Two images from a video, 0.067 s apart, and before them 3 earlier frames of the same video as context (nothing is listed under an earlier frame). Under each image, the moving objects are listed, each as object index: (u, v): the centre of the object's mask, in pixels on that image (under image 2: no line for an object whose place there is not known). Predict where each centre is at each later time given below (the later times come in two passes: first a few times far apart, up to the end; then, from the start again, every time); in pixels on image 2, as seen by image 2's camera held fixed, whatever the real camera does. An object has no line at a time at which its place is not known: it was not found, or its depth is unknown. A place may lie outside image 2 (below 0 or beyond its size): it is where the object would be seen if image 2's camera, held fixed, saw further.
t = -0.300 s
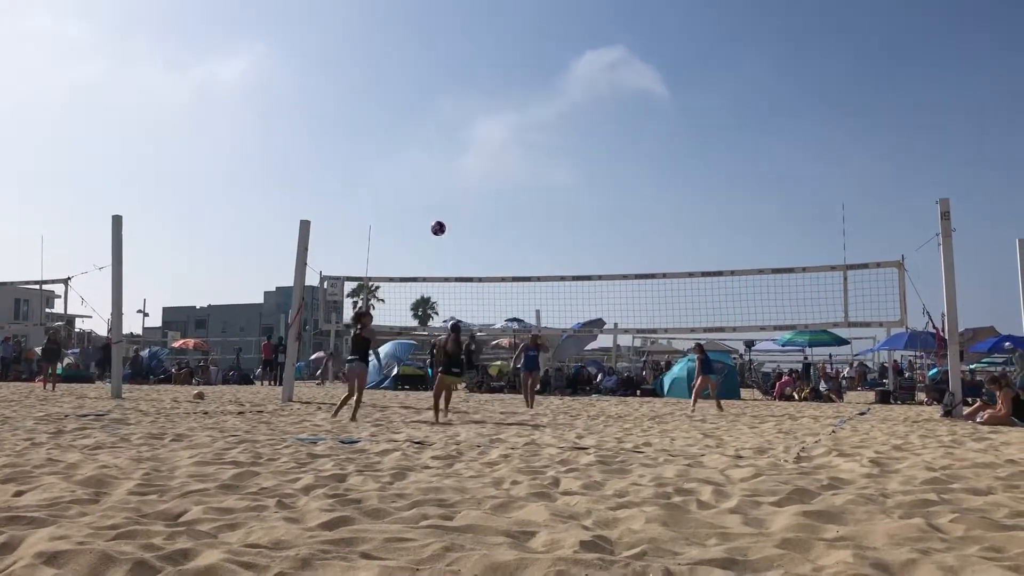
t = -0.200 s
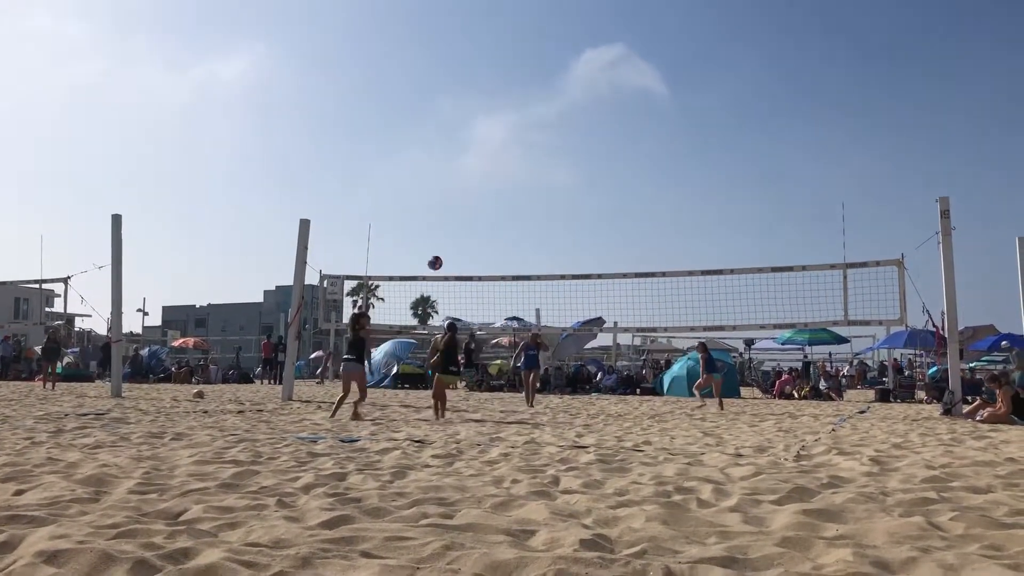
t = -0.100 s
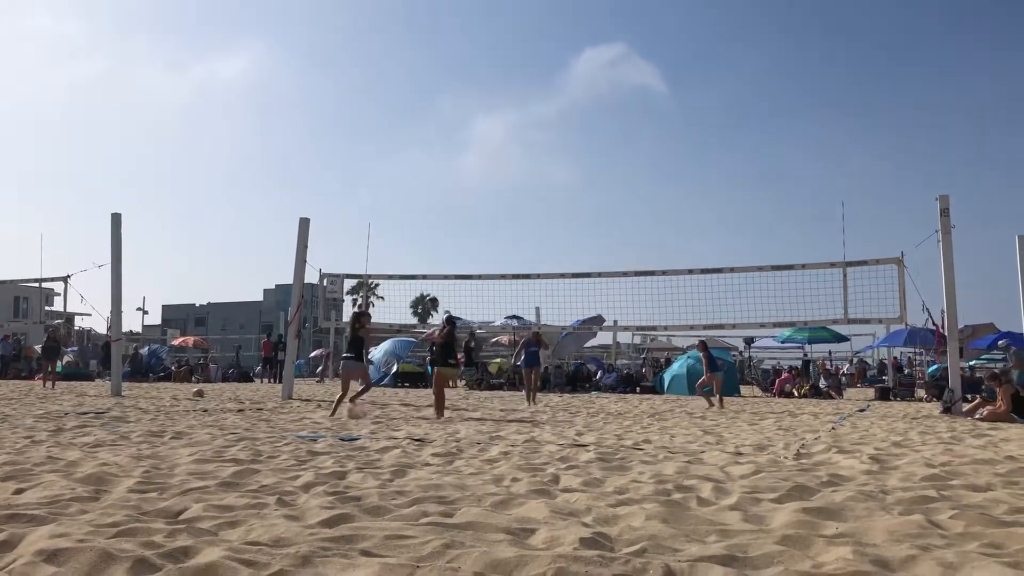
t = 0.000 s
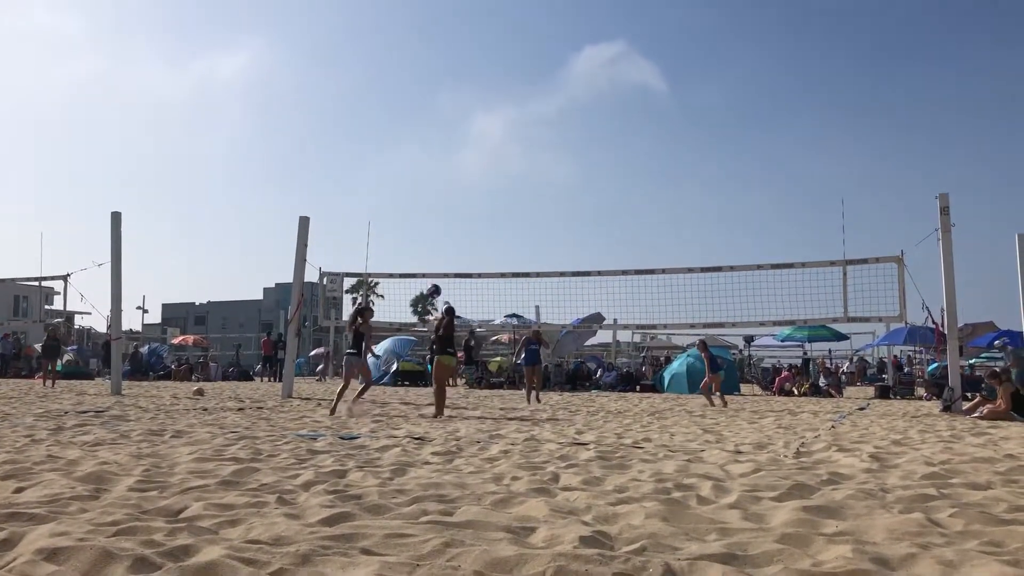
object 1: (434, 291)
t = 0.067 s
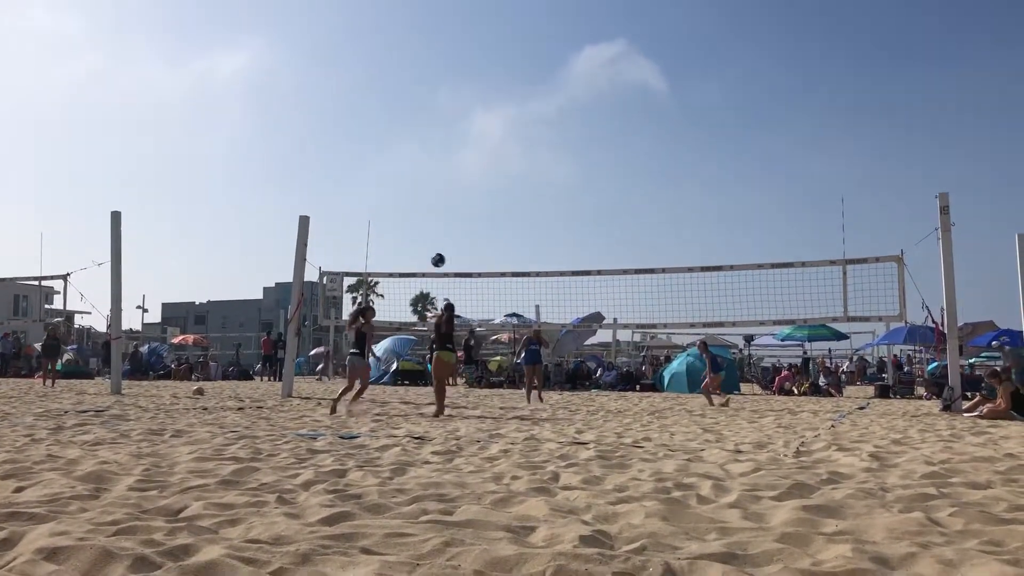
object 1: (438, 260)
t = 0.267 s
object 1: (447, 190)
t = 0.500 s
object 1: (453, 146)
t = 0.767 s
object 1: (457, 140)
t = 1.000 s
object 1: (459, 169)
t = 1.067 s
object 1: (459, 183)
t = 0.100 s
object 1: (440, 247)
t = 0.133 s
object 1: (442, 234)
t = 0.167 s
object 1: (443, 222)
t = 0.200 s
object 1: (445, 210)
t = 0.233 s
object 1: (446, 200)
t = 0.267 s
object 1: (447, 190)
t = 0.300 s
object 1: (448, 181)
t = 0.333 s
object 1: (449, 173)
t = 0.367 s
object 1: (450, 166)
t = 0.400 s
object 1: (451, 160)
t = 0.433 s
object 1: (452, 154)
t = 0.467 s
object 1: (453, 150)
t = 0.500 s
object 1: (453, 146)
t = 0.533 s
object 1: (454, 143)
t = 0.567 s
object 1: (455, 140)
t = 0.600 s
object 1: (455, 138)
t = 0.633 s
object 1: (456, 137)
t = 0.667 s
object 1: (456, 137)
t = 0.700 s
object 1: (457, 137)
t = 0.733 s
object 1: (457, 138)
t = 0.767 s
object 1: (457, 140)
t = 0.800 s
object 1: (458, 142)
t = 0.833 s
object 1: (458, 144)
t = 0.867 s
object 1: (458, 148)
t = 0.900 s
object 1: (459, 152)
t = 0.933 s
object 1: (459, 157)
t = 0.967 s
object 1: (459, 163)
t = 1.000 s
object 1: (459, 169)
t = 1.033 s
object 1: (459, 175)
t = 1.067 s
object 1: (459, 183)
